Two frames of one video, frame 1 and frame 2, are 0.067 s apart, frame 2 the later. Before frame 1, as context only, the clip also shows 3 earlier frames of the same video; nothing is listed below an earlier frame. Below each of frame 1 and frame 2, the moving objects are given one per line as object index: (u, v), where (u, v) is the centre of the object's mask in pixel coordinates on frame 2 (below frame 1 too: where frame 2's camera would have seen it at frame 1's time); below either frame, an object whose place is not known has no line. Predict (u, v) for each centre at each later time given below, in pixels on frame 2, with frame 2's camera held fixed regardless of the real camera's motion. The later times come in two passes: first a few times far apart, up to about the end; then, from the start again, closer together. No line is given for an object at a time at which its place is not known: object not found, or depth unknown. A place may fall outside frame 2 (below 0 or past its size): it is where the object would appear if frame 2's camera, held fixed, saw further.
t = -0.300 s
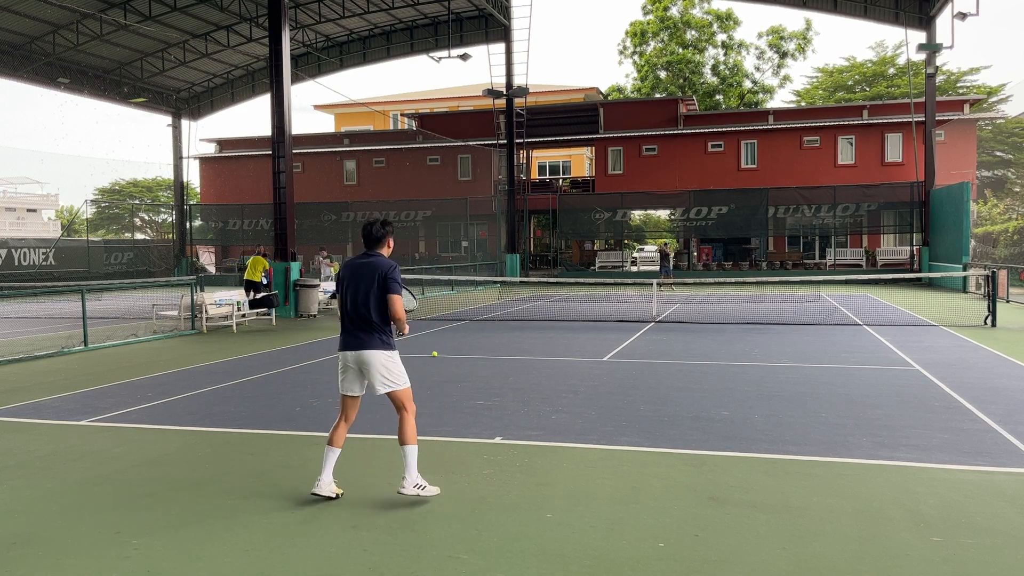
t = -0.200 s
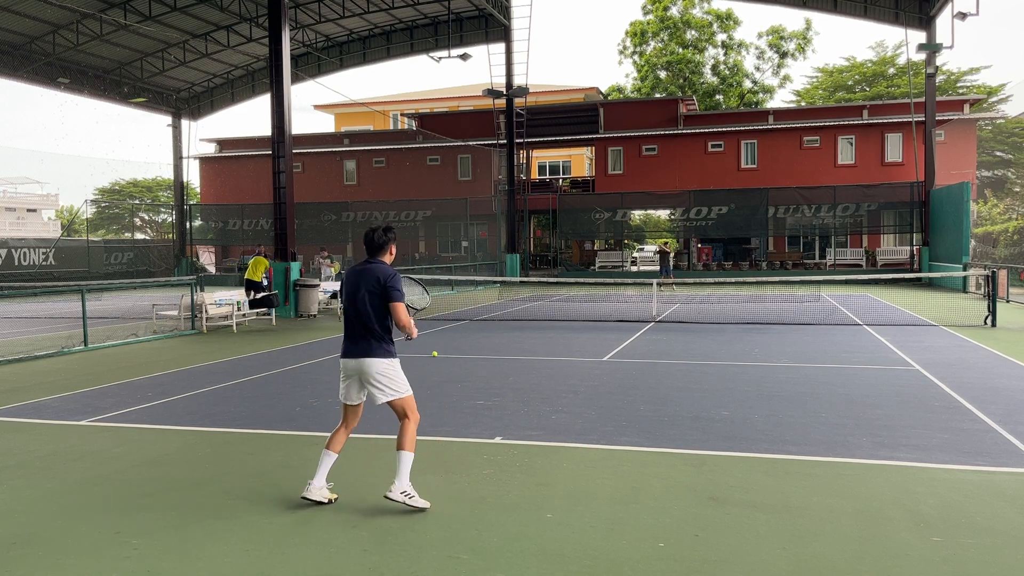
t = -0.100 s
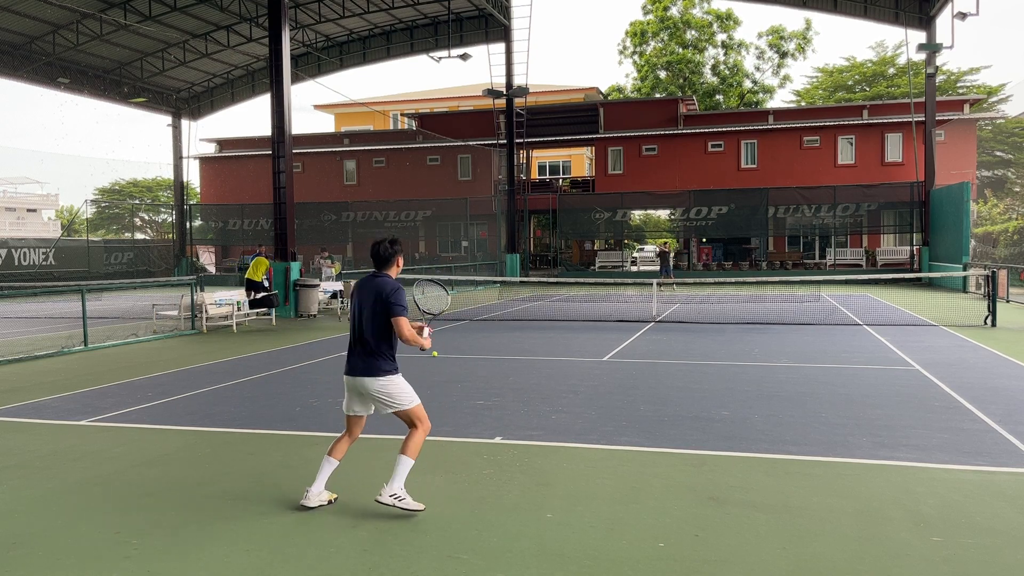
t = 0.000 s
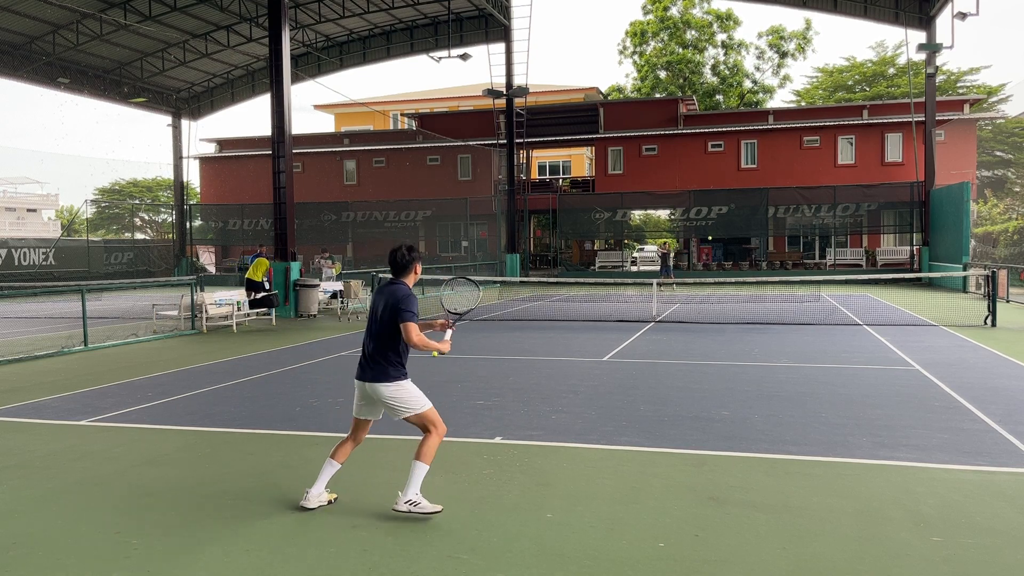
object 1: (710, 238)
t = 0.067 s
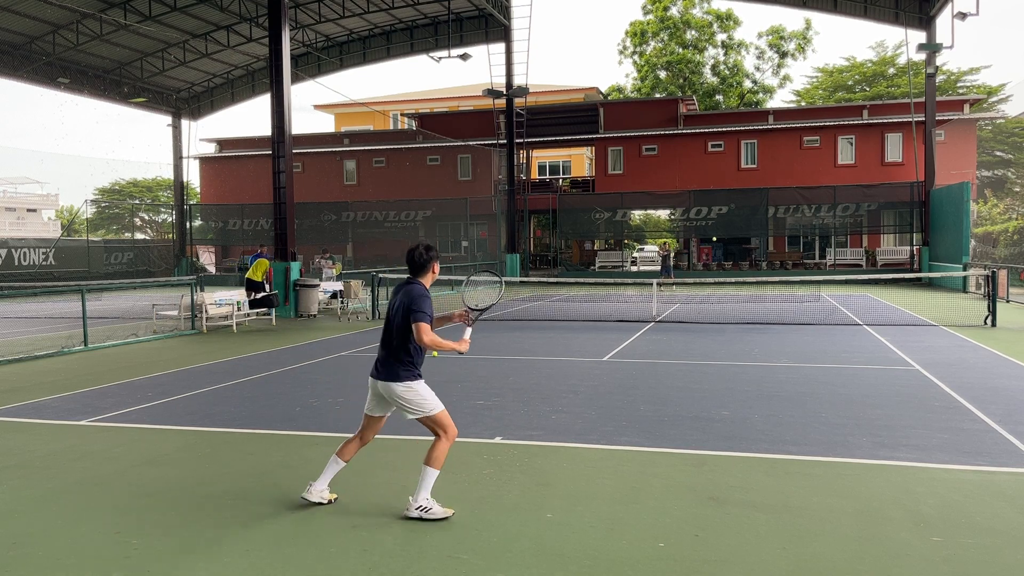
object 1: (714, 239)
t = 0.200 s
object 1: (725, 248)
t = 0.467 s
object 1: (759, 316)
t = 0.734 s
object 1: (813, 349)
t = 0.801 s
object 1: (829, 339)
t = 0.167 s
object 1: (722, 245)
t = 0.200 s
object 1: (725, 248)
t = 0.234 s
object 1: (728, 253)
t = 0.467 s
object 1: (759, 316)
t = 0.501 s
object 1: (765, 331)
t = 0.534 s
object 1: (772, 349)
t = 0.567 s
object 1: (780, 370)
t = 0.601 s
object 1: (787, 380)
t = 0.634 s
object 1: (792, 371)
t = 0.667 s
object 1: (799, 363)
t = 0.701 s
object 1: (806, 356)
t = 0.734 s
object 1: (813, 349)
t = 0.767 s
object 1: (821, 344)
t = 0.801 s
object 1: (829, 339)
